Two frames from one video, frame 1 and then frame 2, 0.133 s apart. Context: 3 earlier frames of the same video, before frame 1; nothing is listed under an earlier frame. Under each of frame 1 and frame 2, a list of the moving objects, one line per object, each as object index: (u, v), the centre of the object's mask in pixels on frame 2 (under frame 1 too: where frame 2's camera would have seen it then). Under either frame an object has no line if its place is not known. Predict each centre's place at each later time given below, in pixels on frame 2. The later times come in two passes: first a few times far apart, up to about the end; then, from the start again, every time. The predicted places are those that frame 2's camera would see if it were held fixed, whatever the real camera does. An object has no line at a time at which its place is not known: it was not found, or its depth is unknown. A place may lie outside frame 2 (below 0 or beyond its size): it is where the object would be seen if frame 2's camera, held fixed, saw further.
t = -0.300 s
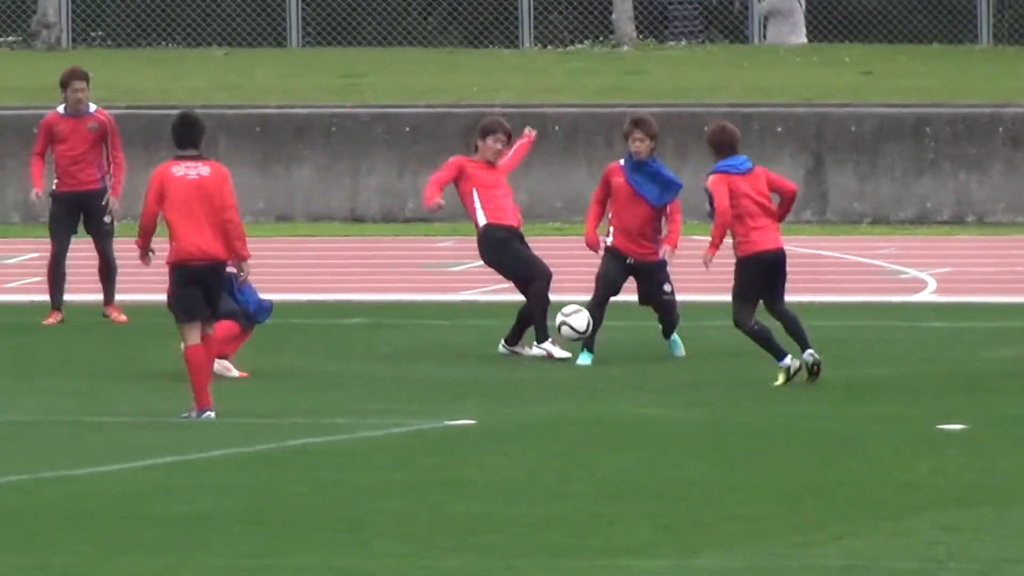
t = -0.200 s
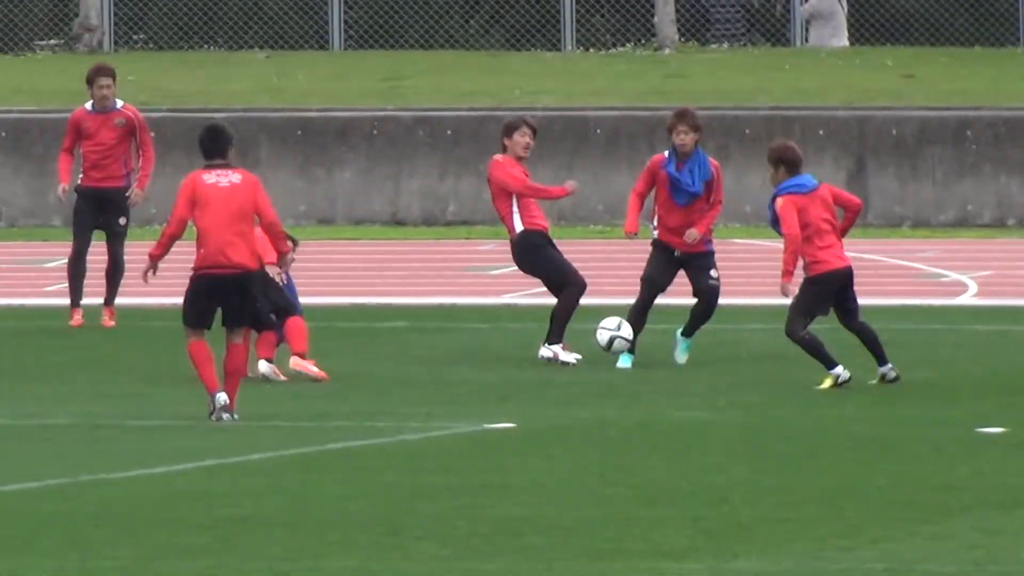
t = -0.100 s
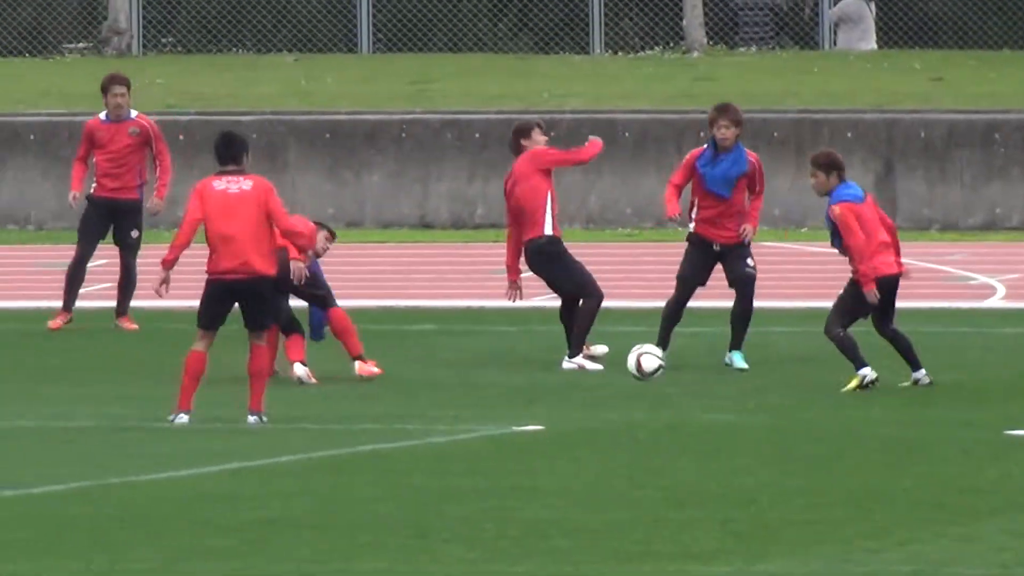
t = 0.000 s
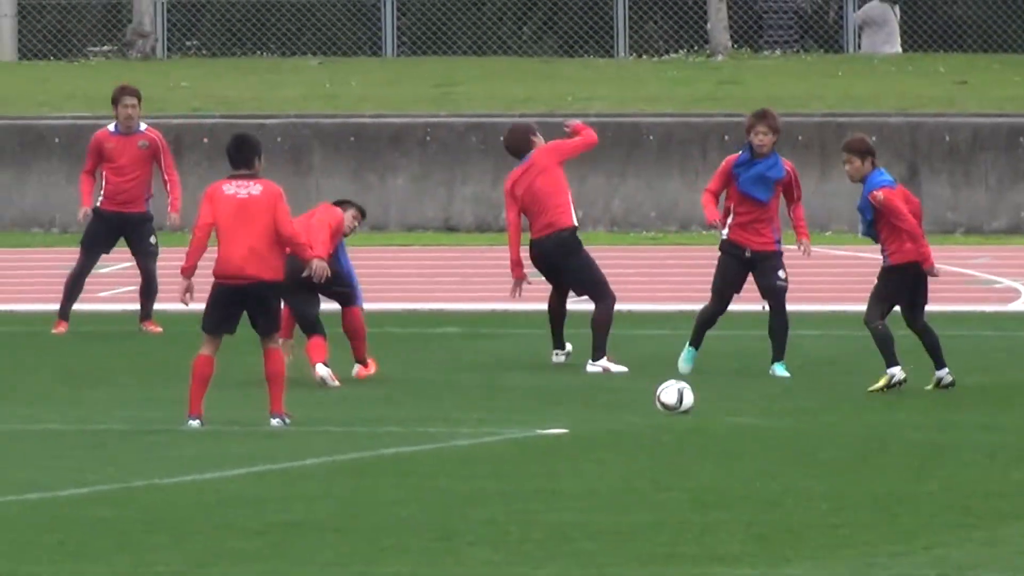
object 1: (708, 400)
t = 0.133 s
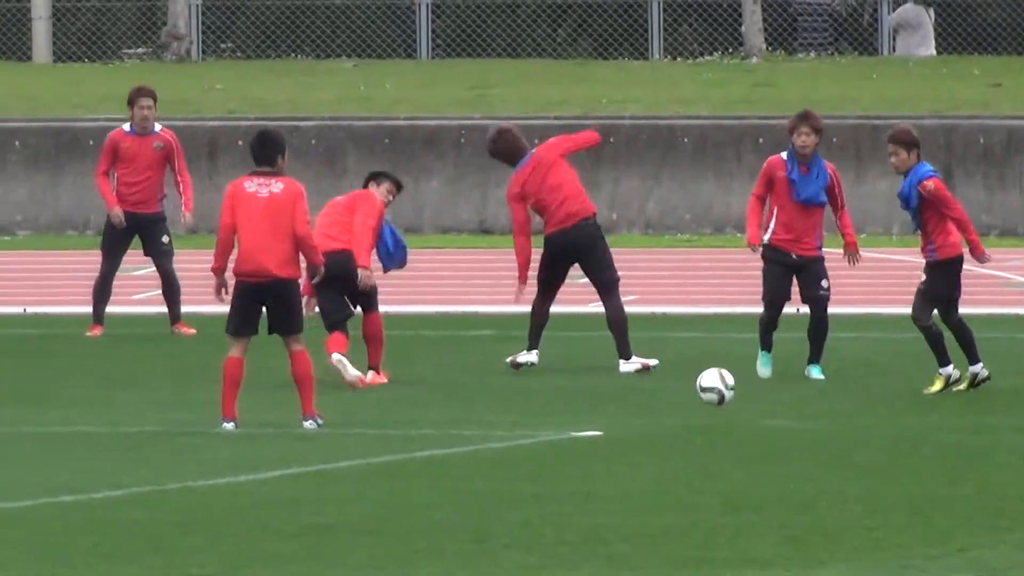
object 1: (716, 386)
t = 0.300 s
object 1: (729, 407)
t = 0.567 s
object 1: (753, 436)
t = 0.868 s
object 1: (775, 455)
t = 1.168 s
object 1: (790, 469)
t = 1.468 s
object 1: (792, 487)
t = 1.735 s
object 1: (784, 501)
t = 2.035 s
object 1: (774, 515)
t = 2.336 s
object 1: (766, 527)
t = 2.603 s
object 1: (761, 537)
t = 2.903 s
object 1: (753, 547)
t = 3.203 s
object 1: (747, 556)
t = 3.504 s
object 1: (743, 564)
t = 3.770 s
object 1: (739, 570)
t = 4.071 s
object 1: (739, 579)
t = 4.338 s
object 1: (738, 586)
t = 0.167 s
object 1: (717, 387)
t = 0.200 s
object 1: (721, 389)
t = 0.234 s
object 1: (723, 393)
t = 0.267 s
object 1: (726, 399)
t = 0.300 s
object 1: (729, 407)
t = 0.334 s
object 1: (732, 417)
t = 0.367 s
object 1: (736, 423)
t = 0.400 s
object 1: (738, 422)
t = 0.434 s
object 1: (741, 422)
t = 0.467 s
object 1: (744, 425)
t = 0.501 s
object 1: (747, 429)
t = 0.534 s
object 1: (750, 434)
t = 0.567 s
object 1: (753, 436)
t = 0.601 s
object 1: (755, 436)
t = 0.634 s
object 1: (758, 436)
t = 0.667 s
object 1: (761, 439)
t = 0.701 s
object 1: (764, 442)
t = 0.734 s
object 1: (767, 447)
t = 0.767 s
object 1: (768, 451)
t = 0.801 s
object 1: (771, 450)
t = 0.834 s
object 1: (773, 452)
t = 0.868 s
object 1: (775, 455)
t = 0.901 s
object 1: (778, 459)
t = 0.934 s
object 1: (780, 461)
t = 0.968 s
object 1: (782, 462)
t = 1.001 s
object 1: (784, 463)
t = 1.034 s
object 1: (785, 465)
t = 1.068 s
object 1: (788, 469)
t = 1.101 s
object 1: (789, 470)
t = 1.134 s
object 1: (789, 469)
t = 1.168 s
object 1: (790, 469)
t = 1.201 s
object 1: (791, 473)
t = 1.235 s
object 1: (792, 477)
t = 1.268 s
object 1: (794, 479)
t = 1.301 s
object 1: (794, 480)
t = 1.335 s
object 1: (793, 481)
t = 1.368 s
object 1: (794, 482)
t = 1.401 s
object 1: (793, 486)
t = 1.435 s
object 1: (793, 487)
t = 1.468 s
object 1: (792, 487)
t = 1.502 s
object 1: (790, 490)
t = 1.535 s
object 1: (790, 493)
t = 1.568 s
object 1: (789, 493)
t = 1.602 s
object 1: (788, 494)
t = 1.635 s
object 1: (787, 497)
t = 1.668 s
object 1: (786, 500)
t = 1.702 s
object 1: (785, 501)
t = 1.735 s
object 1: (784, 501)
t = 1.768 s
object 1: (783, 502)
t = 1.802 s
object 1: (782, 505)
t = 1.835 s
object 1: (780, 507)
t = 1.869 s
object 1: (780, 509)
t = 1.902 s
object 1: (778, 510)
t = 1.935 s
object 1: (777, 510)
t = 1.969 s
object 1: (776, 512)
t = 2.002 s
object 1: (775, 514)
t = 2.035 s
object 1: (774, 515)
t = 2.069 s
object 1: (772, 516)
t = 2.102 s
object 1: (771, 517)
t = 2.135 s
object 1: (771, 519)
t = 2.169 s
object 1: (769, 522)
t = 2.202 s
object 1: (768, 521)
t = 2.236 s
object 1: (768, 523)
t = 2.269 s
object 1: (767, 524)
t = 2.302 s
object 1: (766, 526)
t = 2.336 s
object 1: (766, 527)
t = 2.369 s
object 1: (764, 529)
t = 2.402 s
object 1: (764, 530)
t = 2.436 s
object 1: (763, 530)
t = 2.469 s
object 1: (763, 532)
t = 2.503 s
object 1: (762, 533)
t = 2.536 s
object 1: (762, 534)
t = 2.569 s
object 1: (761, 535)
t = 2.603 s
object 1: (761, 537)
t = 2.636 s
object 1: (760, 538)
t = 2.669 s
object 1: (759, 537)
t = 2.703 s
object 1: (758, 537)
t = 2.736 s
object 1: (757, 539)
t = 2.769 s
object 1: (755, 542)
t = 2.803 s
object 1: (755, 544)
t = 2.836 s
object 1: (755, 544)
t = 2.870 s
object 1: (754, 545)
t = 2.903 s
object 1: (753, 547)
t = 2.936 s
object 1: (753, 549)
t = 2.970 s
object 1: (751, 549)
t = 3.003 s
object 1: (750, 550)
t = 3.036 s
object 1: (749, 552)
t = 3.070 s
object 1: (750, 552)
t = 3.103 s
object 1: (748, 552)
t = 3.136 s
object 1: (748, 554)
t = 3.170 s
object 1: (748, 555)
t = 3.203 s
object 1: (747, 556)
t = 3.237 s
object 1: (746, 557)
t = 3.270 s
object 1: (747, 559)
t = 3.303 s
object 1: (746, 559)
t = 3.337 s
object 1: (746, 560)
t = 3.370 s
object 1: (745, 561)
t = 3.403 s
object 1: (745, 562)
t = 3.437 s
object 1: (744, 564)
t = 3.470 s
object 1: (744, 564)
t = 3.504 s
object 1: (743, 564)
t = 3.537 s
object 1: (742, 566)
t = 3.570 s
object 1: (742, 566)
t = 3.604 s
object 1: (742, 567)
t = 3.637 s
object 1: (741, 568)
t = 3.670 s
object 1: (741, 570)
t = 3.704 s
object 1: (741, 570)
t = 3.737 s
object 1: (740, 571)
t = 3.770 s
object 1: (739, 570)
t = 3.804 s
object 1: (740, 571)
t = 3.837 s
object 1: (739, 573)
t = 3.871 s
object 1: (739, 575)
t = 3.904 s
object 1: (740, 575)
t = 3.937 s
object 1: (739, 574)
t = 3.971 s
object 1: (739, 576)
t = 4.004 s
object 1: (739, 578)
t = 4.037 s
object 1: (739, 579)
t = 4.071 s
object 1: (739, 579)
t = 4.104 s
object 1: (738, 579)
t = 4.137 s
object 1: (738, 581)
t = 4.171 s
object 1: (739, 582)
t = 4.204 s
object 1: (738, 581)
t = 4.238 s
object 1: (738, 582)
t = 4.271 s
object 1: (738, 584)
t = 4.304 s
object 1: (738, 584)
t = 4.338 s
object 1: (738, 586)
